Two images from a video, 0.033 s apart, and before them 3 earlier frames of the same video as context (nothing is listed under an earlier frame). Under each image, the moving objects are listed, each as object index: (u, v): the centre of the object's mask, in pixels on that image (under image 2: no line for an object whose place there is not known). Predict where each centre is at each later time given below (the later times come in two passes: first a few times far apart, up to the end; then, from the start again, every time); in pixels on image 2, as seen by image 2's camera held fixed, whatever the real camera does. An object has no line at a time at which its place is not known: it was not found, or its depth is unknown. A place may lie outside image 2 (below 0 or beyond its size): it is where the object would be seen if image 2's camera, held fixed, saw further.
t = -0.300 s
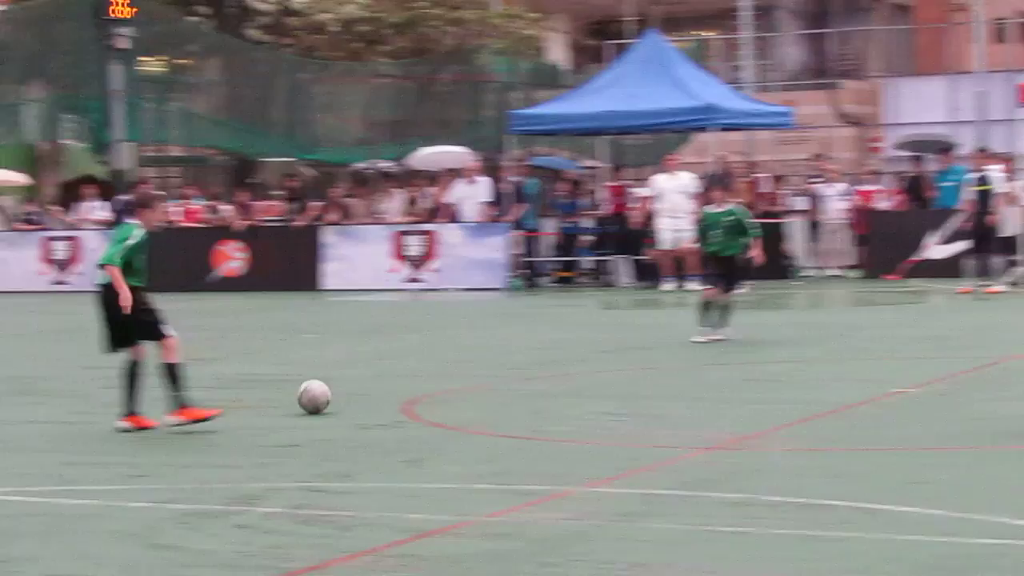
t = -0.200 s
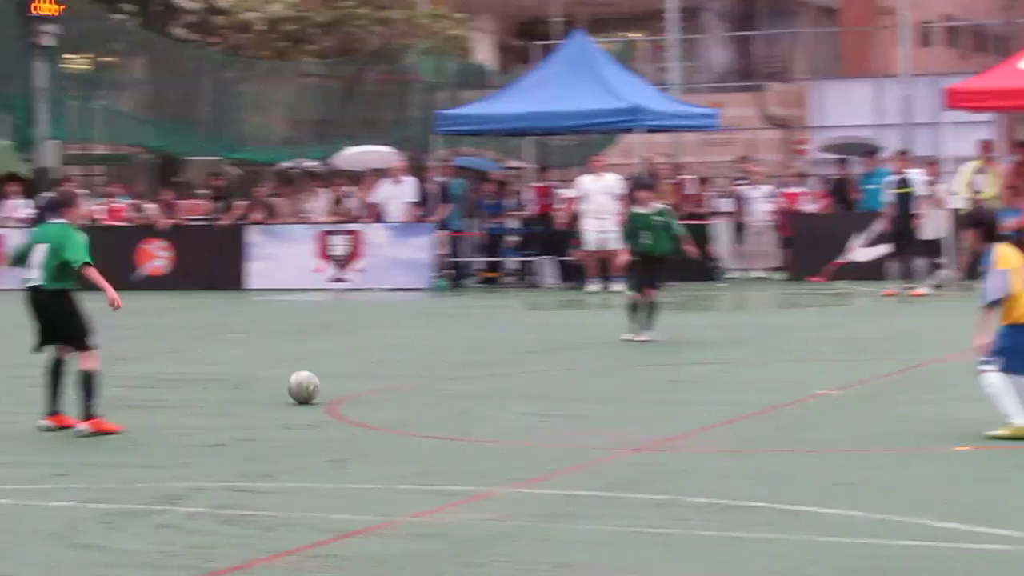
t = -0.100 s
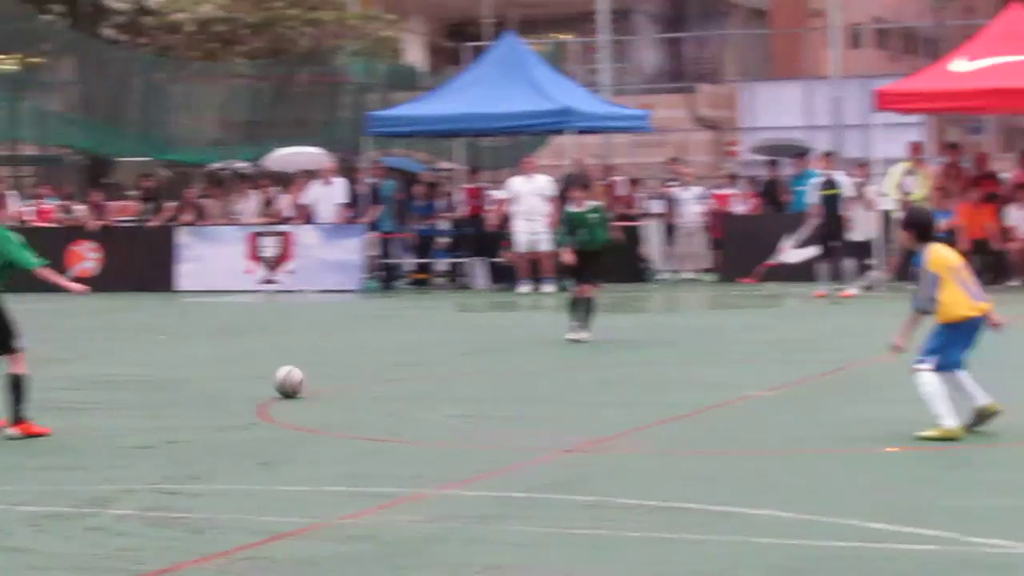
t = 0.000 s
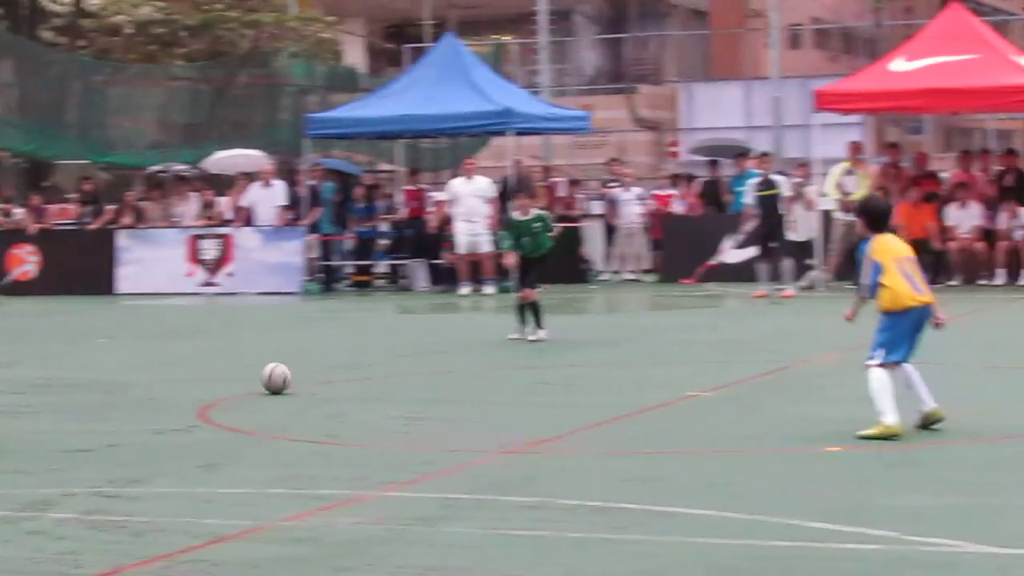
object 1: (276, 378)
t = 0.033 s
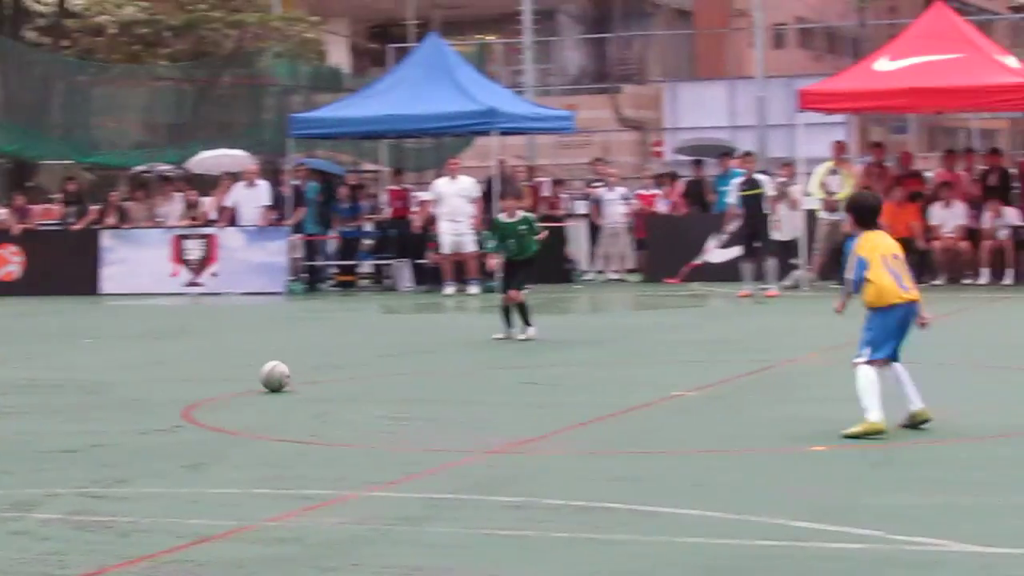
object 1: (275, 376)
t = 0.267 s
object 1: (370, 362)
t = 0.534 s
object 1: (464, 350)
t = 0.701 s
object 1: (516, 343)
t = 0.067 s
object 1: (289, 374)
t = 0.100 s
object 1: (303, 372)
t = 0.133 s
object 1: (317, 370)
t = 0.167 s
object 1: (330, 368)
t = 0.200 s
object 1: (344, 366)
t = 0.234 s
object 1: (357, 365)
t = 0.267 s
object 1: (370, 362)
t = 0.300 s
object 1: (382, 361)
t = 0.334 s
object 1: (395, 359)
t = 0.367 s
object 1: (407, 357)
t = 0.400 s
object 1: (419, 356)
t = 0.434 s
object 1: (430, 354)
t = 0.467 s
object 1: (442, 353)
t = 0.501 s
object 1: (453, 351)
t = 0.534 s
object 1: (464, 350)
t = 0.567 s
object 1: (474, 348)
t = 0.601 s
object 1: (485, 347)
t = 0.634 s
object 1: (496, 345)
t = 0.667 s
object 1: (506, 344)
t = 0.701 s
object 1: (516, 343)
